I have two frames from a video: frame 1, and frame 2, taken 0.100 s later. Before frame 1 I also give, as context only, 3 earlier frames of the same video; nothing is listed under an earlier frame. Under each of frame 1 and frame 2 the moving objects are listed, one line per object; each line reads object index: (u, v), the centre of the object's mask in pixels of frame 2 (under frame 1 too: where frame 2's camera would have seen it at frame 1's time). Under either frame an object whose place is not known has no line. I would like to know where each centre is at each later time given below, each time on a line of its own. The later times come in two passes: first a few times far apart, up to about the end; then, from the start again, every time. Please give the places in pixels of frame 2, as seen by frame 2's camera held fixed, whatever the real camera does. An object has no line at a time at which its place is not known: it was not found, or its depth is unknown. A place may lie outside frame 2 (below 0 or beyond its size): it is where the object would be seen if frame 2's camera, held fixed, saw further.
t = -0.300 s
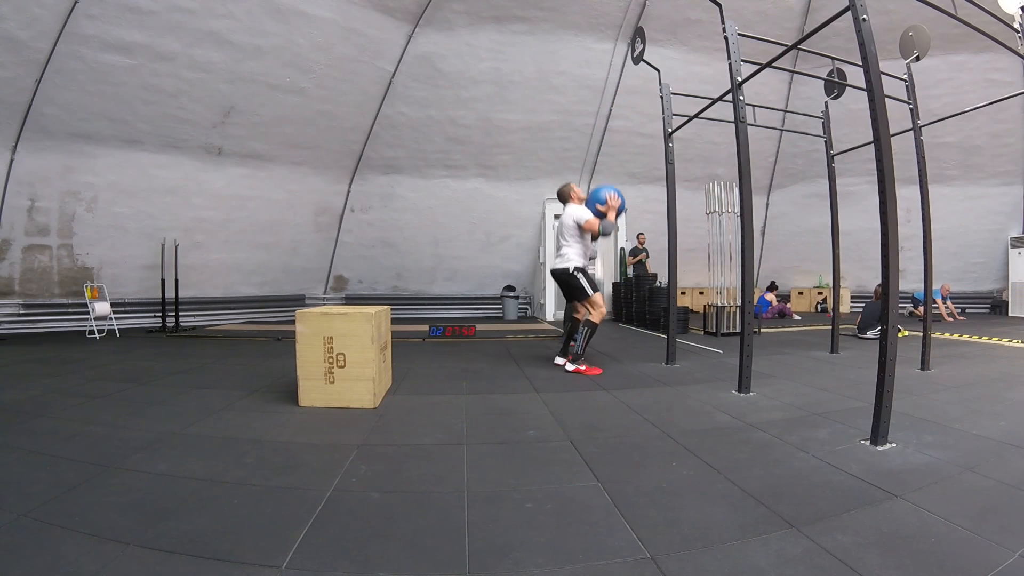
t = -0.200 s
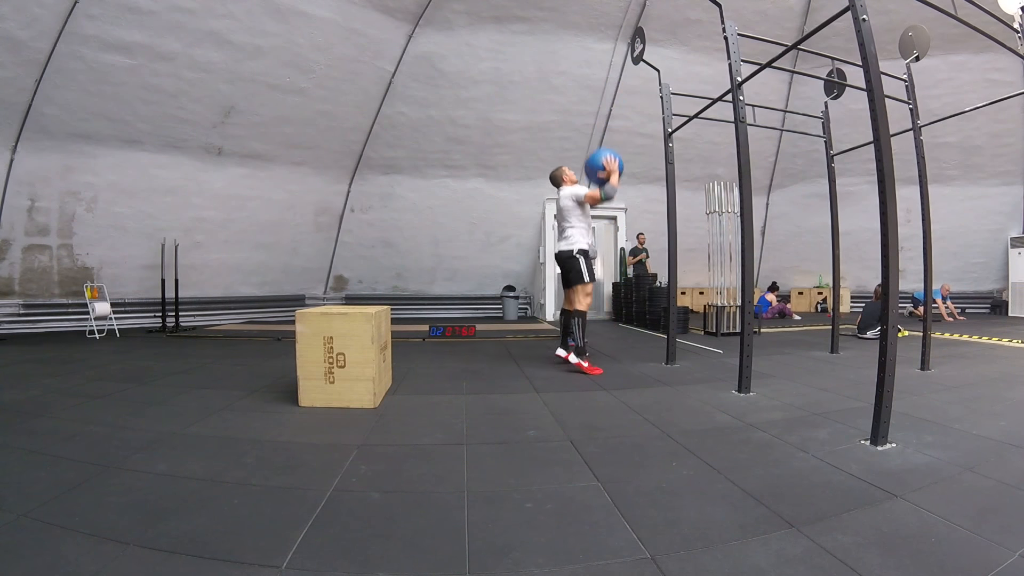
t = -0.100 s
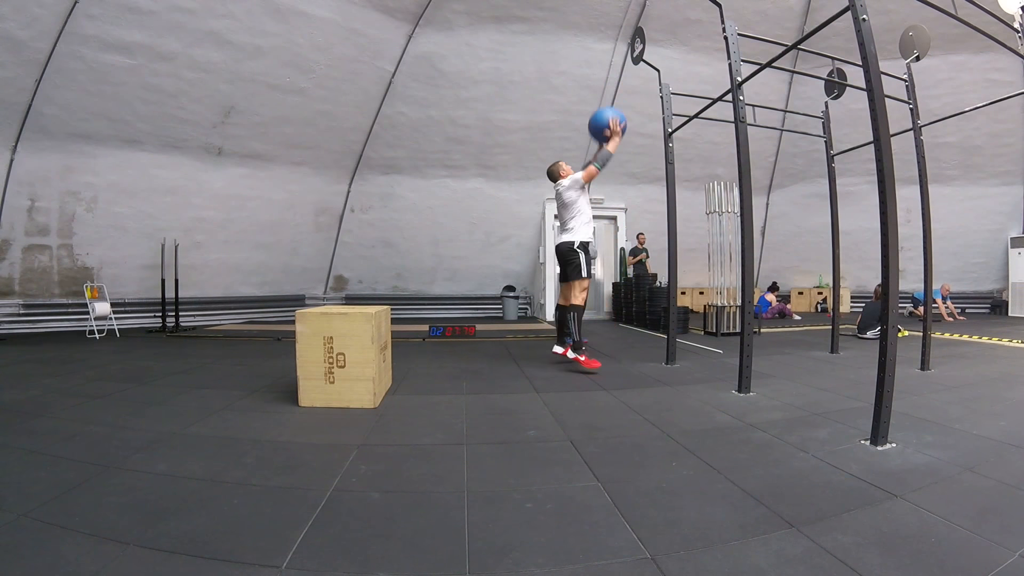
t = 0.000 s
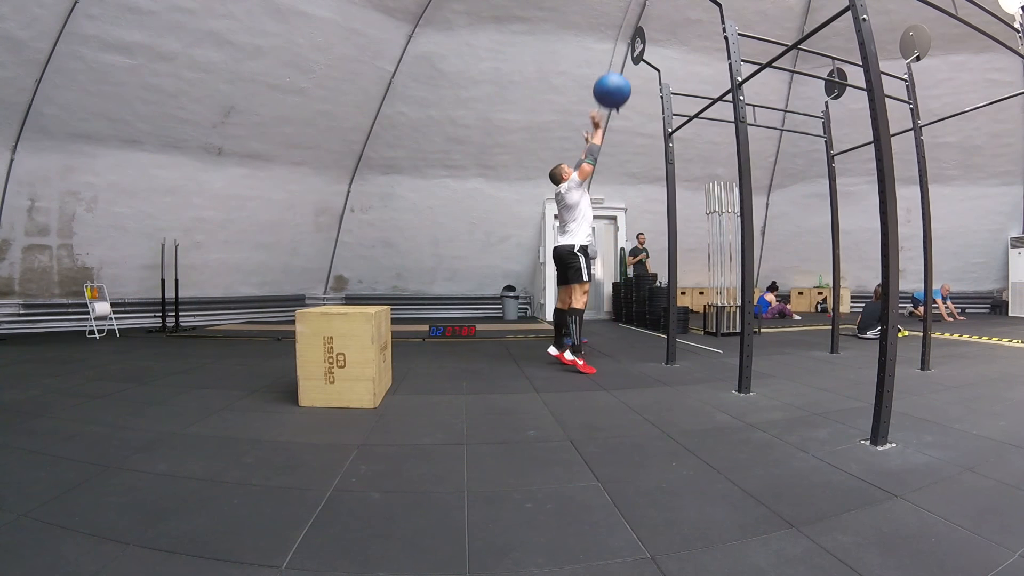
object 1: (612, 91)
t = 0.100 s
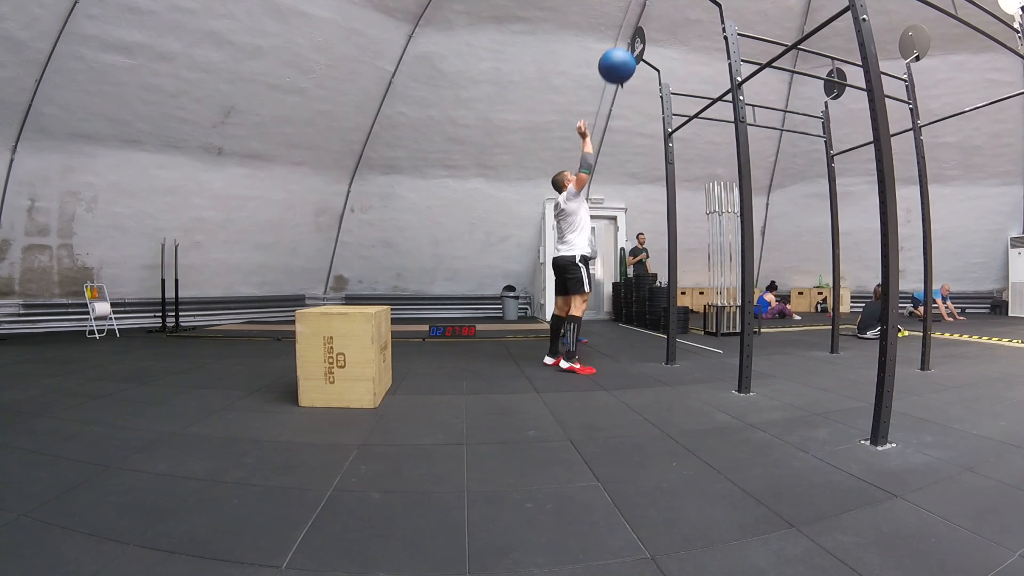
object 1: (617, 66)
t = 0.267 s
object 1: (621, 47)
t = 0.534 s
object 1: (610, 64)
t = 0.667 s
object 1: (606, 99)
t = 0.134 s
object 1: (619, 60)
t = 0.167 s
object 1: (620, 55)
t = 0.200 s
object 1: (622, 51)
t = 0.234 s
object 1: (622, 48)
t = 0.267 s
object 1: (621, 47)
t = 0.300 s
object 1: (620, 46)
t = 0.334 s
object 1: (619, 45)
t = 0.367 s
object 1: (617, 46)
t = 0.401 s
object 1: (616, 48)
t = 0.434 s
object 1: (614, 50)
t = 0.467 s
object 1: (613, 54)
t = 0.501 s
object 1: (612, 59)
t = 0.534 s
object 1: (610, 64)
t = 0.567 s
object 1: (609, 71)
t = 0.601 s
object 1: (608, 79)
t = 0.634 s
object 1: (607, 88)
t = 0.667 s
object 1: (606, 99)
